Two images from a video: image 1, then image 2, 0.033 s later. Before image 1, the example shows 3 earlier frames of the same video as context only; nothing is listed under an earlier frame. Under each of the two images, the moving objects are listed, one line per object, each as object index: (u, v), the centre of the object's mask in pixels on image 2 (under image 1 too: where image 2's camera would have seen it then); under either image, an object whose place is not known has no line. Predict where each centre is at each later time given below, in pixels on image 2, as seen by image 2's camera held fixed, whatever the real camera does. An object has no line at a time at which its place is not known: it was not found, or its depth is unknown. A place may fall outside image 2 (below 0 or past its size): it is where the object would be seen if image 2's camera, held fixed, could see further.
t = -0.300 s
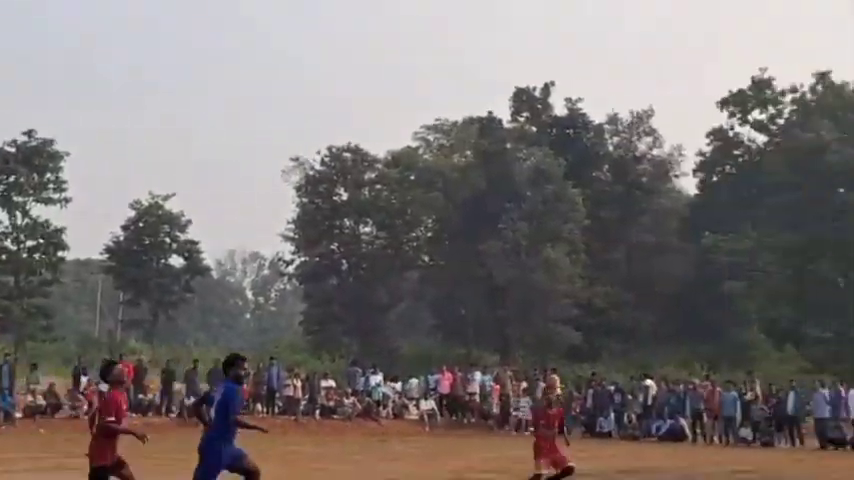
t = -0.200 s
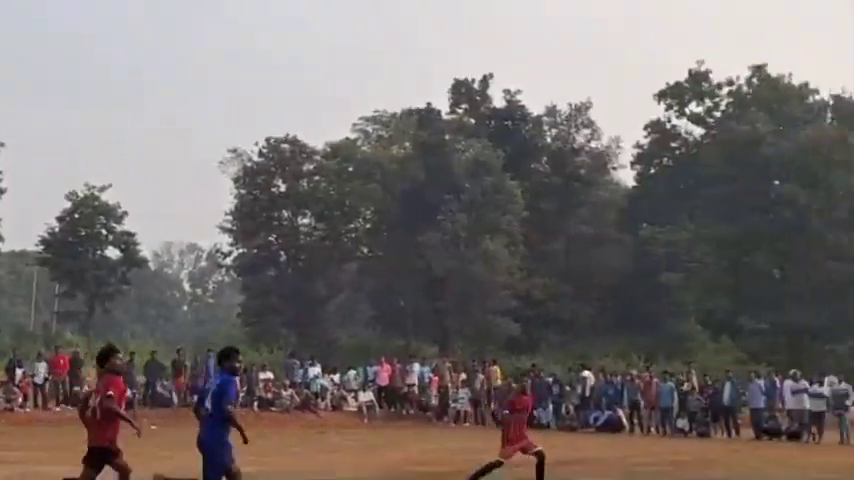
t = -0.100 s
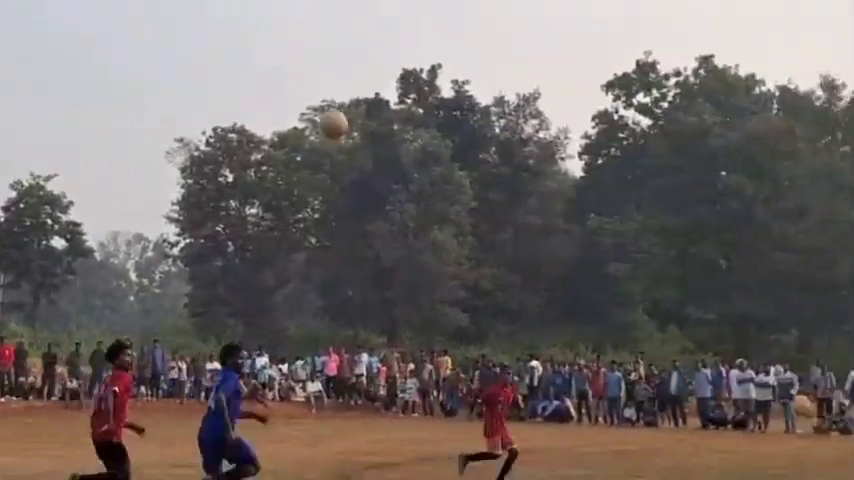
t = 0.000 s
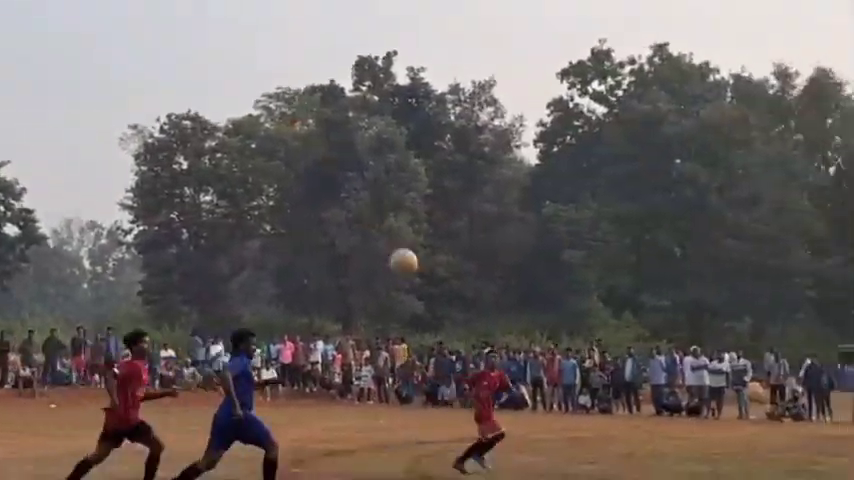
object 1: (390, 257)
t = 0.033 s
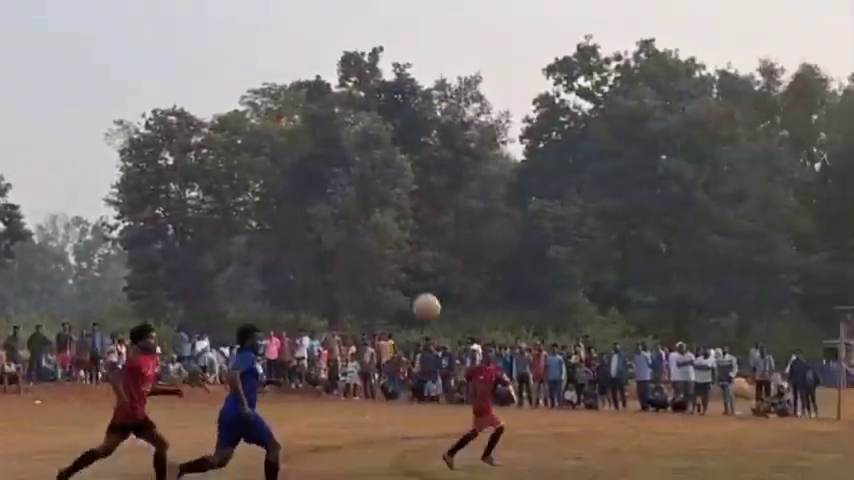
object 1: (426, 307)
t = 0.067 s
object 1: (464, 358)
